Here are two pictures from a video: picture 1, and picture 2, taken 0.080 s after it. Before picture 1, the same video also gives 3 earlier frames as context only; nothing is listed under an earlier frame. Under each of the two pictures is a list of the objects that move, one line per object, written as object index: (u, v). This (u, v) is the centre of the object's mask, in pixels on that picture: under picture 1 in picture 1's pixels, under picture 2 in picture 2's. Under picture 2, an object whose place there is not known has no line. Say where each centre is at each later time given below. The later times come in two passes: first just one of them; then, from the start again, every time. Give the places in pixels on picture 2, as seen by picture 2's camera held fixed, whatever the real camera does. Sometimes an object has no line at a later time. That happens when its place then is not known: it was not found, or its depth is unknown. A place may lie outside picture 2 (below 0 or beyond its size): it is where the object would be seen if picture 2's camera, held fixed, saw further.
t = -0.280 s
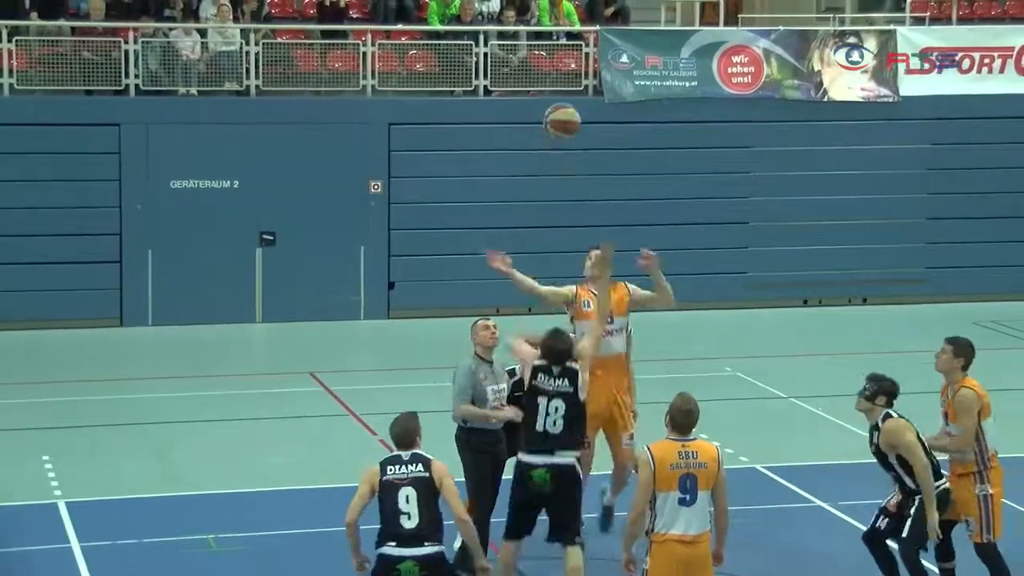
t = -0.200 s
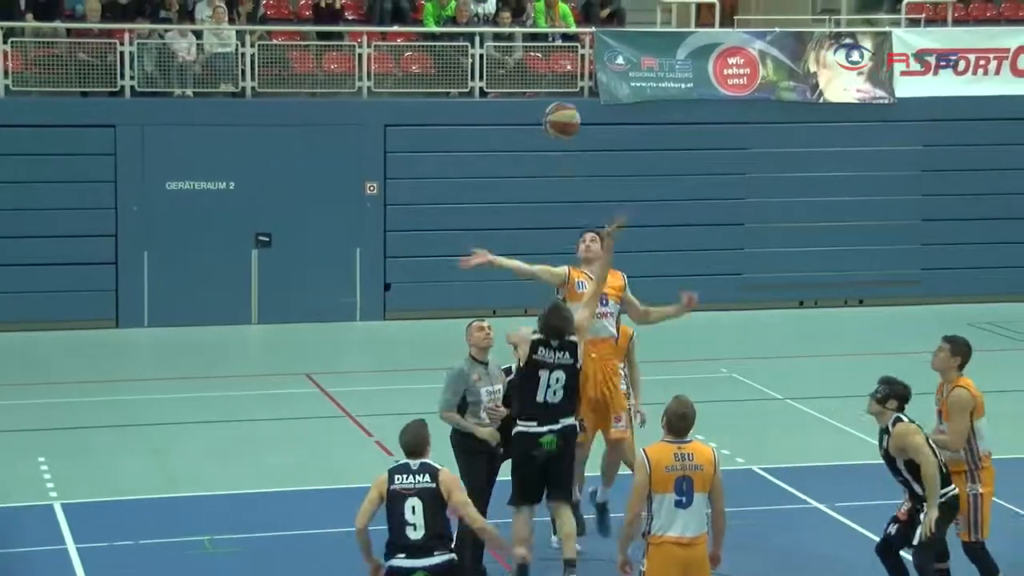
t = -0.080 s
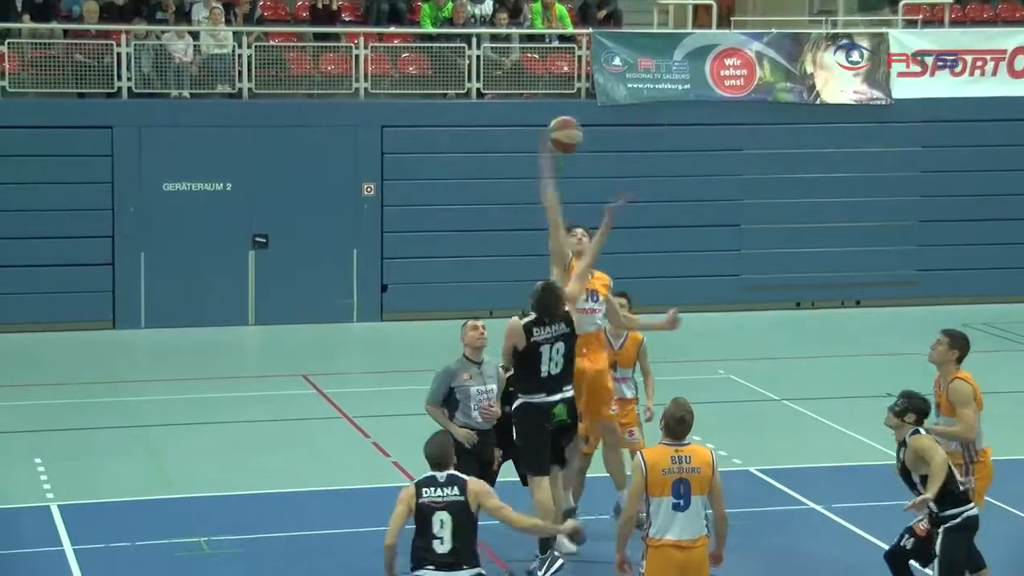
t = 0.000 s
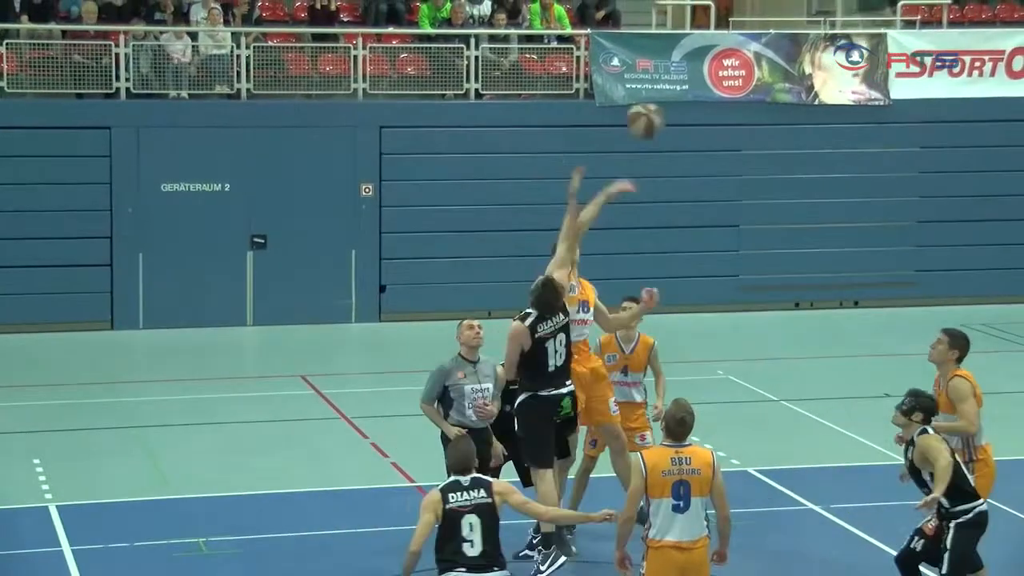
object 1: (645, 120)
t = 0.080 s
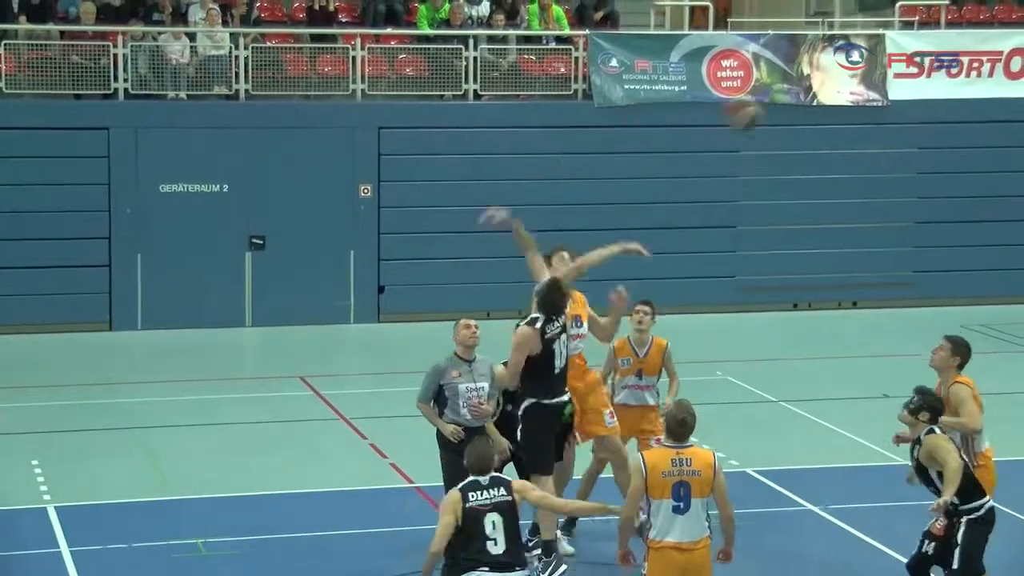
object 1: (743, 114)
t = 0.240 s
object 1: (942, 121)
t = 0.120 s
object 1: (791, 113)
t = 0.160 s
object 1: (842, 113)
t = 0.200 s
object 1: (893, 116)
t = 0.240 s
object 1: (942, 121)
